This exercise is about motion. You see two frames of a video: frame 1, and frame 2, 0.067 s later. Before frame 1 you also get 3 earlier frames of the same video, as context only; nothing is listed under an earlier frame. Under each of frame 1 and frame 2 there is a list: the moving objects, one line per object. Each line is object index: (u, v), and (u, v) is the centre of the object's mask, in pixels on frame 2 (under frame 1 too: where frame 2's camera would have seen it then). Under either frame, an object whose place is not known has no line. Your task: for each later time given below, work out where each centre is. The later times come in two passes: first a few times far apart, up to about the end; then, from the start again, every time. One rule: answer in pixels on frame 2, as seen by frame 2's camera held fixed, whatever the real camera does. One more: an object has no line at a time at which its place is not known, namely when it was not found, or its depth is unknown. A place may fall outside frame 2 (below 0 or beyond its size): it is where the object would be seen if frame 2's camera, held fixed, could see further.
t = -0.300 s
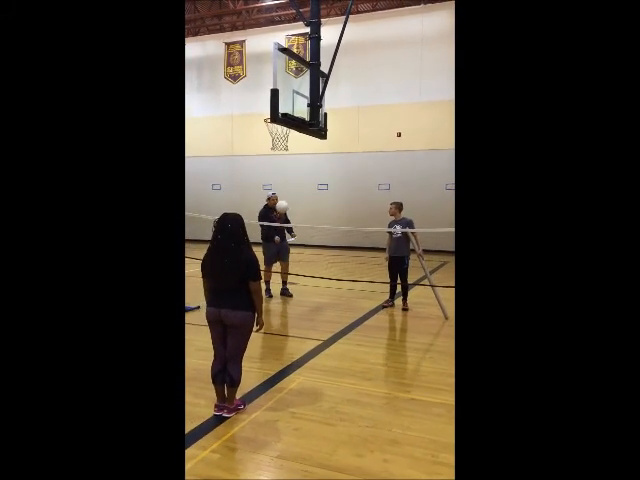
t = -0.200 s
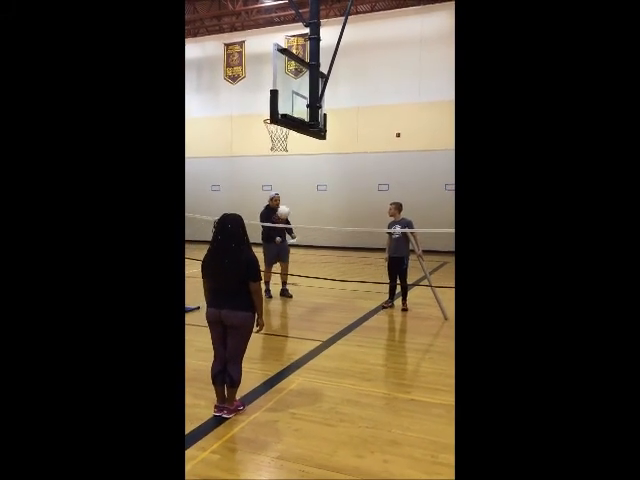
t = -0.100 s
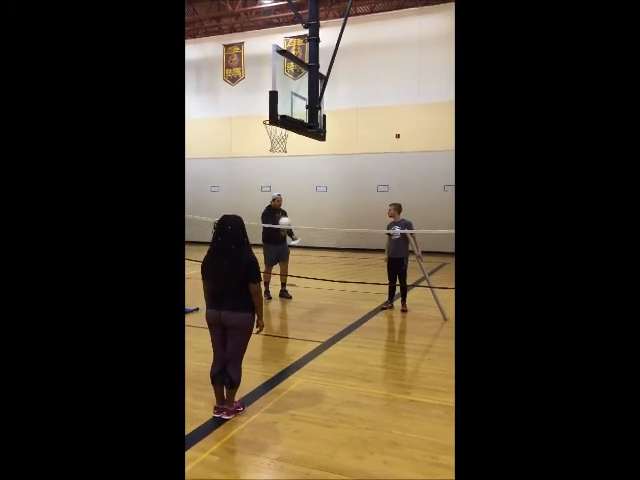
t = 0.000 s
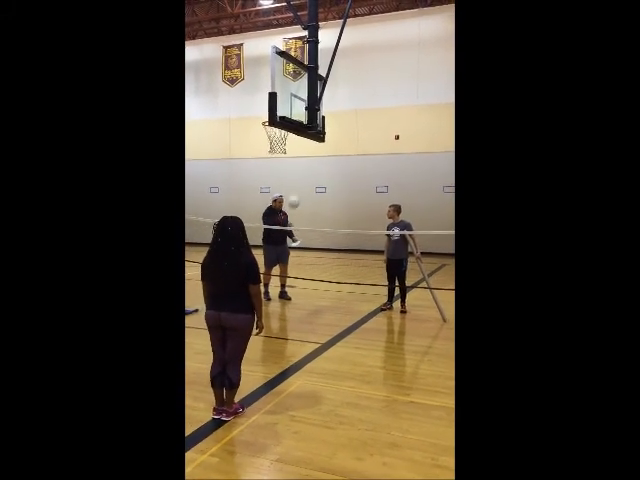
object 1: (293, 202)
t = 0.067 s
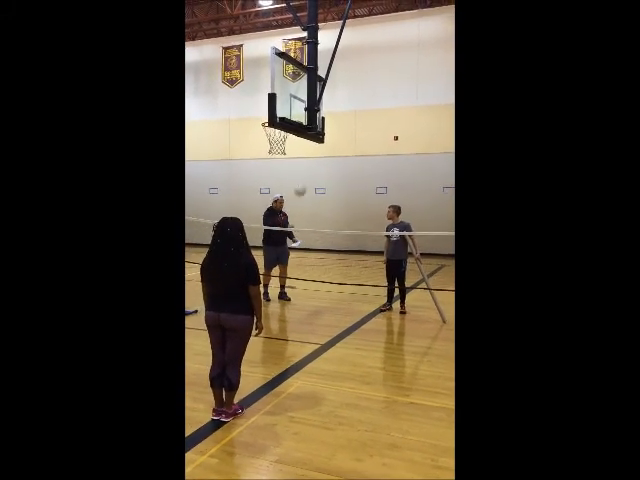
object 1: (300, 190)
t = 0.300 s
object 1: (324, 162)
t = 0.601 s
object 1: (355, 172)
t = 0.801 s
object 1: (376, 210)
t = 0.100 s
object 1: (303, 184)
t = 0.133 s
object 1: (306, 179)
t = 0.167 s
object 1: (310, 173)
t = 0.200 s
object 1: (314, 170)
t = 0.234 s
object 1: (317, 167)
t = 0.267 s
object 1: (320, 163)
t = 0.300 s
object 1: (324, 162)
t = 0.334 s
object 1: (327, 161)
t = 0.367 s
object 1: (331, 159)
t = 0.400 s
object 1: (334, 159)
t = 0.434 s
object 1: (337, 160)
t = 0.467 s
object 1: (341, 161)
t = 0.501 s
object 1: (344, 163)
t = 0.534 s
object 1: (348, 165)
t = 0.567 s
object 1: (351, 168)
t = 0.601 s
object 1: (355, 172)
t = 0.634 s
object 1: (358, 177)
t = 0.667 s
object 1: (362, 183)
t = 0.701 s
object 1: (366, 188)
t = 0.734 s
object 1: (369, 195)
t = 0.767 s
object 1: (372, 202)
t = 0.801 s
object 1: (376, 210)
